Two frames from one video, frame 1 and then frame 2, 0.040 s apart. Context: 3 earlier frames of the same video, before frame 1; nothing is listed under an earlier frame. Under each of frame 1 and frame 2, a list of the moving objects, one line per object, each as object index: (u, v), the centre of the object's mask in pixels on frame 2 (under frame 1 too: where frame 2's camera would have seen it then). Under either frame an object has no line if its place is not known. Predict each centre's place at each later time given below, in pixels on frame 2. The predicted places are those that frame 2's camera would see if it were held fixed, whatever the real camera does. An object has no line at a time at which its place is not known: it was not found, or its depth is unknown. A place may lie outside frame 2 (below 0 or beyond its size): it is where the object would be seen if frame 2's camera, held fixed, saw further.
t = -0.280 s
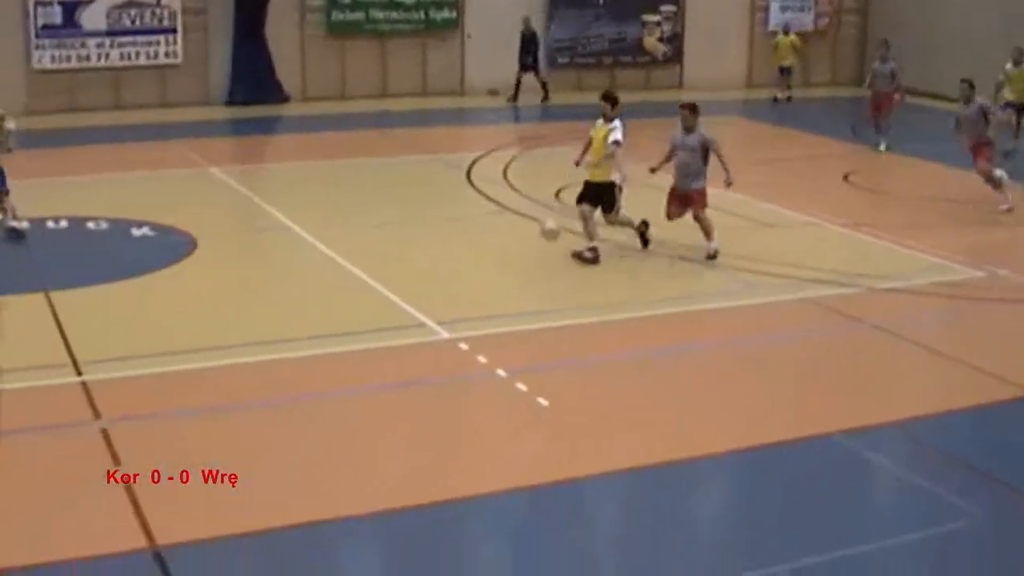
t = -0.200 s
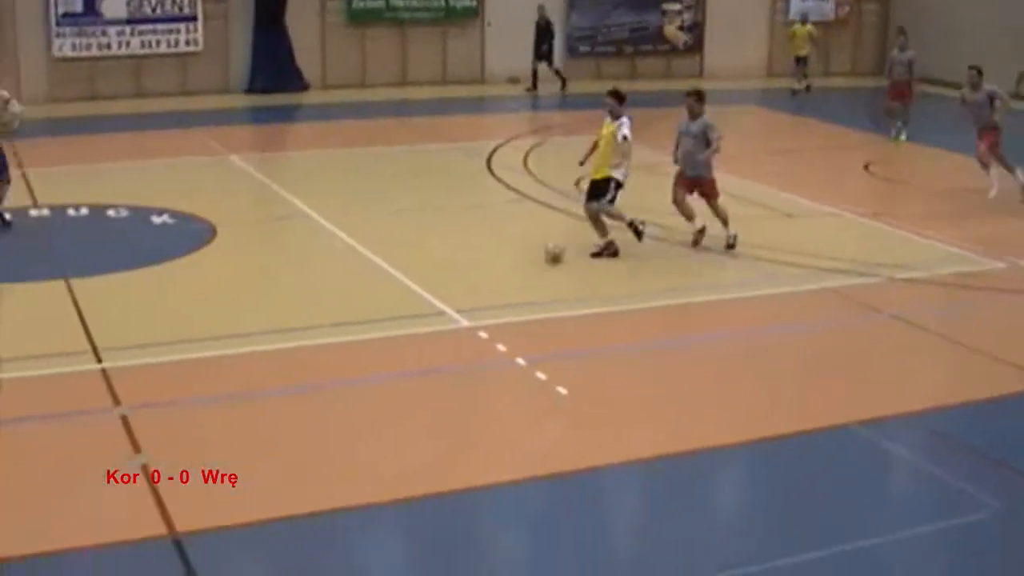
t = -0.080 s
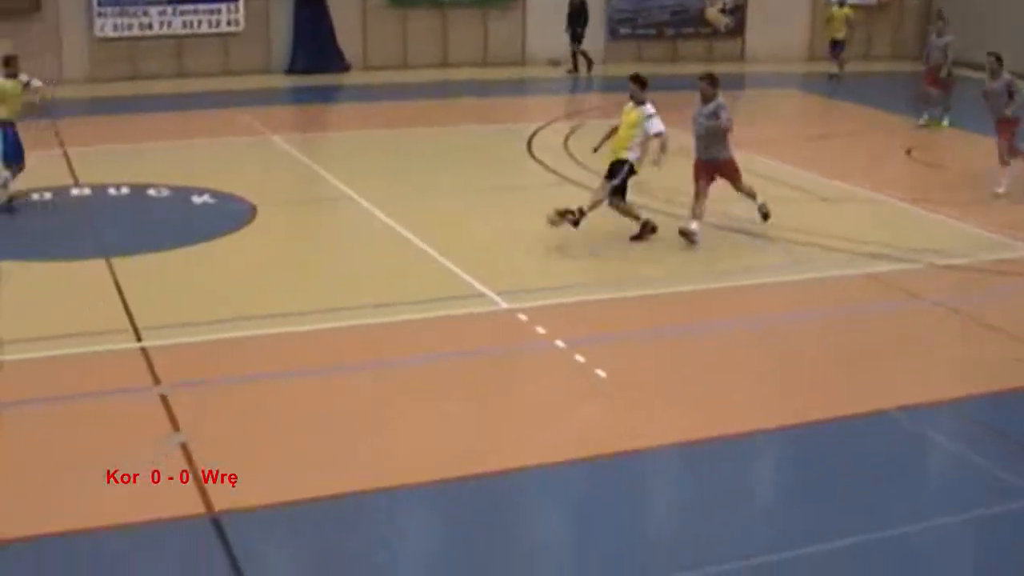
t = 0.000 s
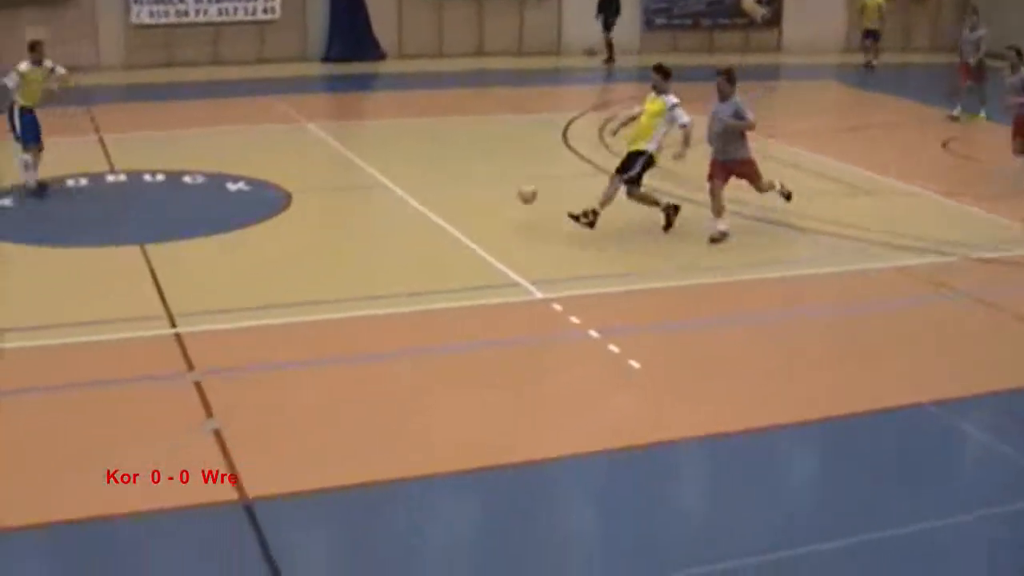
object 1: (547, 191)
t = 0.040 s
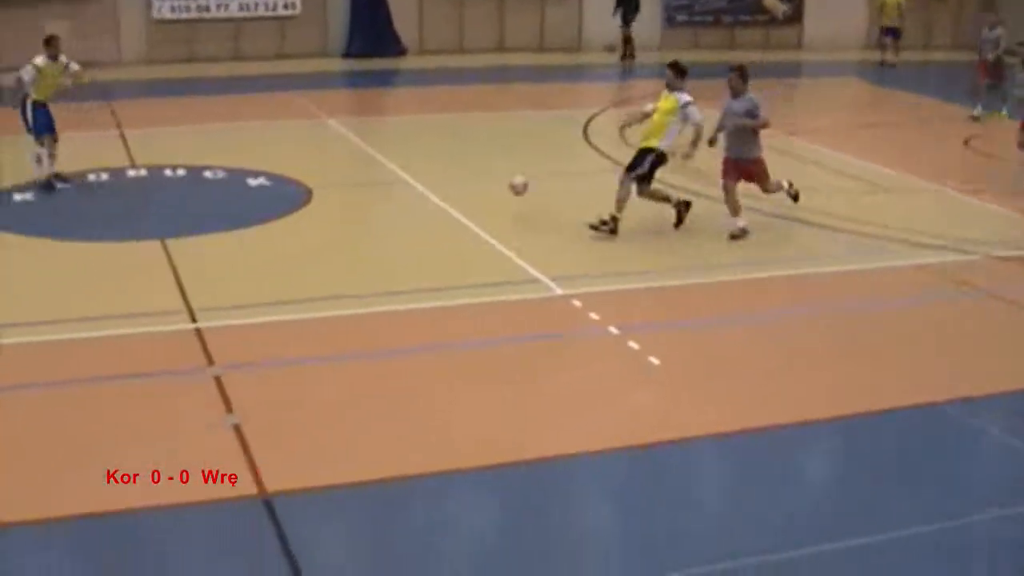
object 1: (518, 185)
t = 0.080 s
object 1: (490, 184)
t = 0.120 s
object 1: (463, 183)
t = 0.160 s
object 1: (438, 184)
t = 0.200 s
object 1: (415, 190)
